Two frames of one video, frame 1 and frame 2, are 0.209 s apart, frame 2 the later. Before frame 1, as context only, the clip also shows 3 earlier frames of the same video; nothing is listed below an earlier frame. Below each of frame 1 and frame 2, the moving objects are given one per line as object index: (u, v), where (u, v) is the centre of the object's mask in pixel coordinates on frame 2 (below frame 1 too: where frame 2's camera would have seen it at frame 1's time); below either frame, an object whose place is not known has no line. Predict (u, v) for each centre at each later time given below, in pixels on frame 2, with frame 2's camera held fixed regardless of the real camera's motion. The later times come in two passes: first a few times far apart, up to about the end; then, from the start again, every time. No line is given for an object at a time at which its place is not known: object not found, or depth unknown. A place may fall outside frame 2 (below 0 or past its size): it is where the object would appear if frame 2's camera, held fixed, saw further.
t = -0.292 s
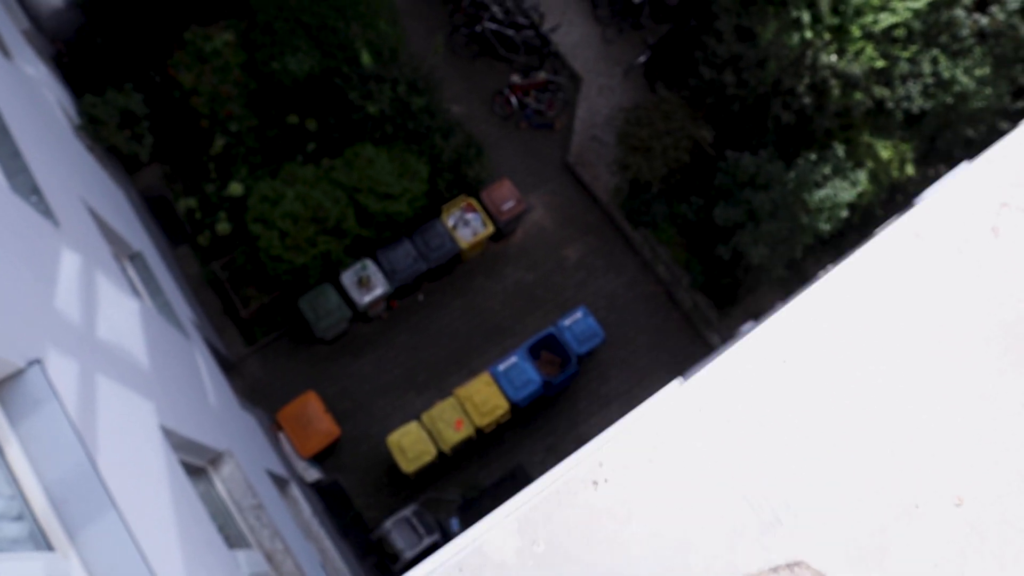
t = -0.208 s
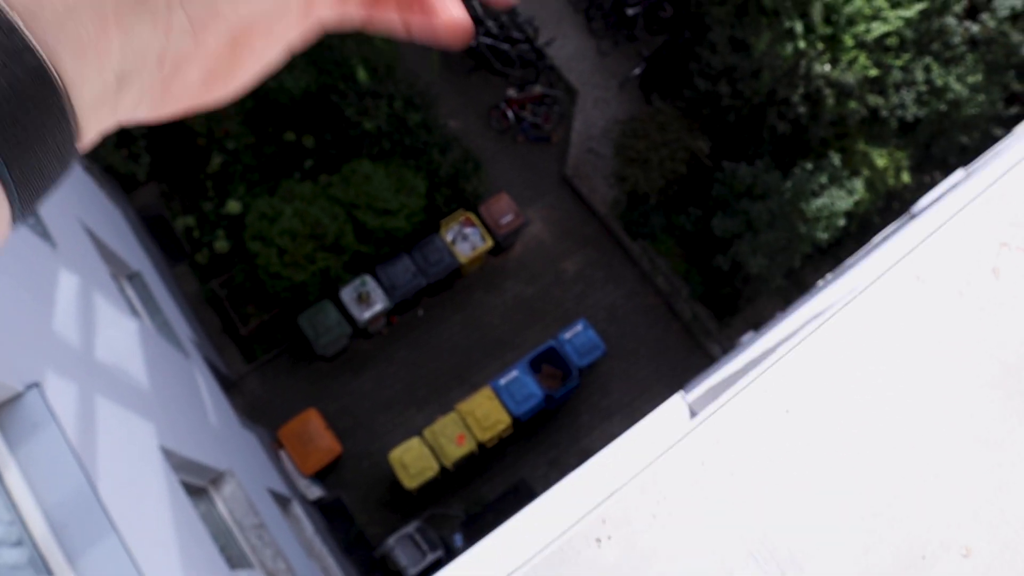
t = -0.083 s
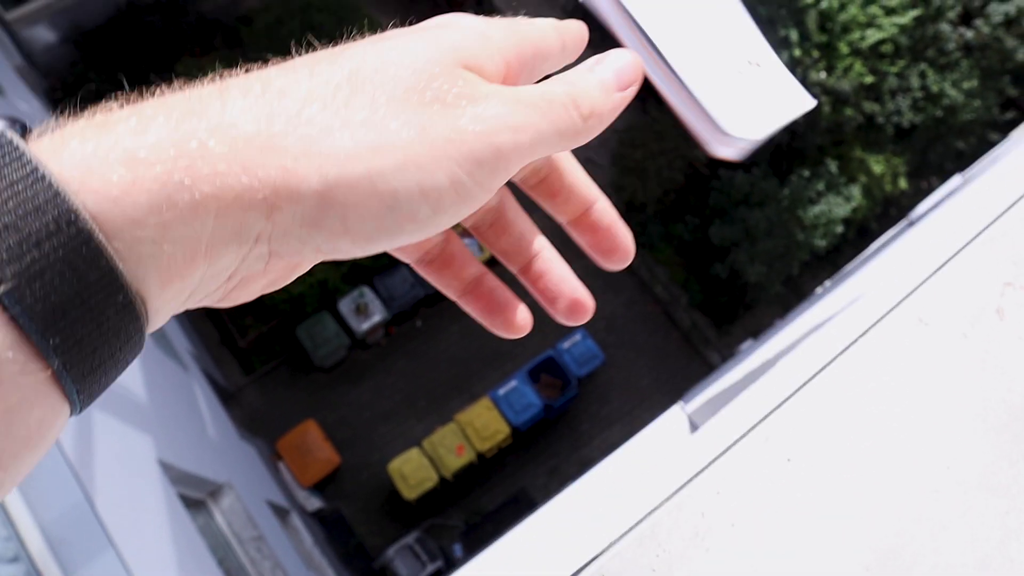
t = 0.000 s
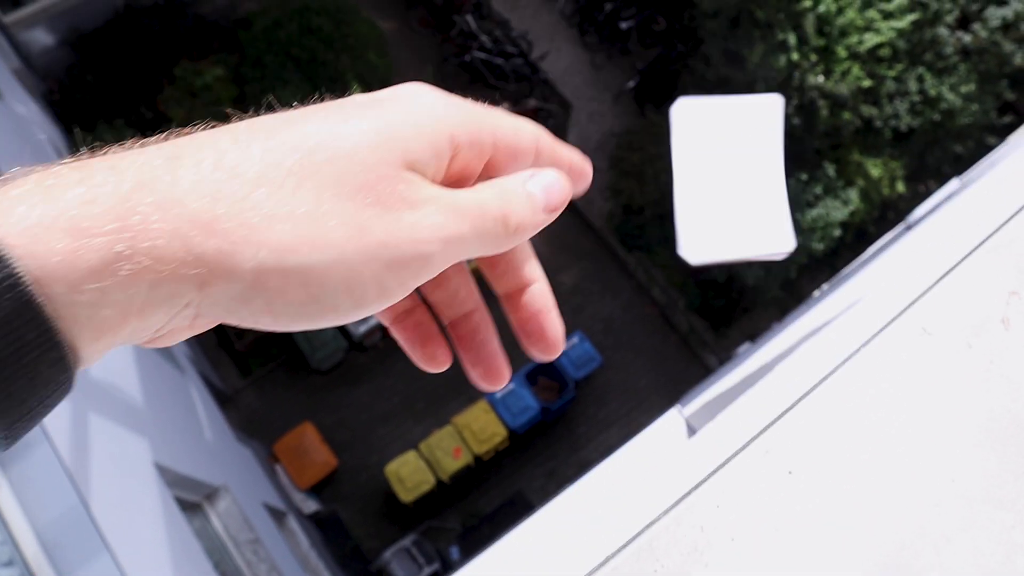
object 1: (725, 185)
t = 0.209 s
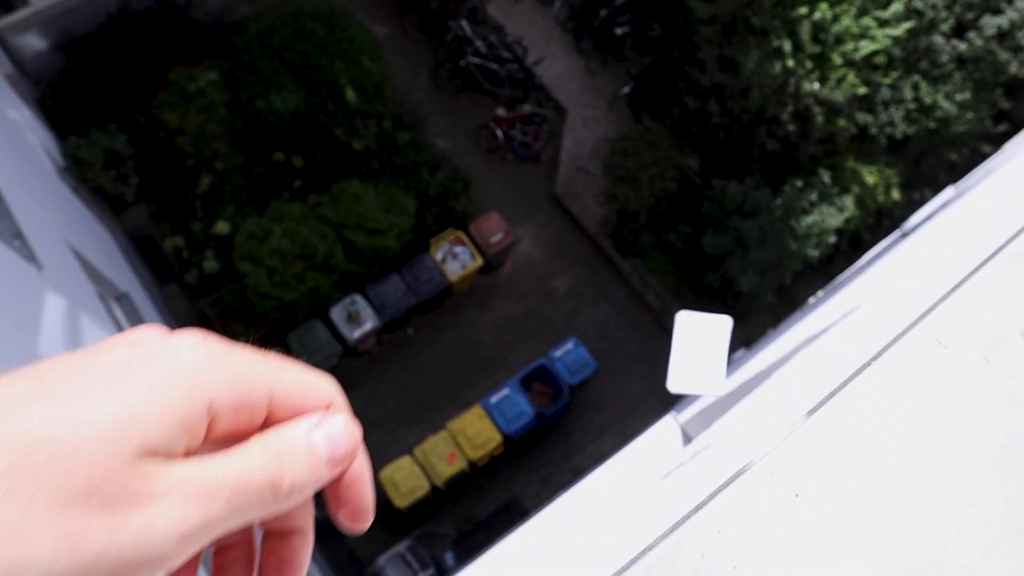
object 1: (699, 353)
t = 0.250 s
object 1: (691, 370)
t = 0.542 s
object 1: (657, 434)
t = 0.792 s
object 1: (618, 445)
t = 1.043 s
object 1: (581, 476)
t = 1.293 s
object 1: (551, 506)
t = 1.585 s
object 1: (521, 530)
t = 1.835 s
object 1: (512, 536)
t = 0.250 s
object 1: (691, 370)
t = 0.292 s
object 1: (685, 387)
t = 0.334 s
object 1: (676, 395)
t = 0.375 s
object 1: (668, 406)
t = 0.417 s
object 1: (662, 411)
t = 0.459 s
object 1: (655, 417)
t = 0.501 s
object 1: (658, 433)
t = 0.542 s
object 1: (657, 434)
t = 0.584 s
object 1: (635, 430)
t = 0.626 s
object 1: (637, 437)
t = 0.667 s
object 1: (631, 437)
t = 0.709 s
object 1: (625, 441)
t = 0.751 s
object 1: (621, 440)
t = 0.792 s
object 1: (618, 445)
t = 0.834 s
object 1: (612, 451)
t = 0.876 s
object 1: (604, 455)
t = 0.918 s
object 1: (600, 459)
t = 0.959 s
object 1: (593, 464)
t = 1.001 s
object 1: (587, 469)
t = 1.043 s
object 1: (581, 476)
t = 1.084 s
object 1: (577, 482)
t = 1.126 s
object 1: (568, 487)
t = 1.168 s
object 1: (564, 494)
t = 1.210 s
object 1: (560, 497)
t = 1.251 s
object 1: (553, 505)
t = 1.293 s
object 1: (551, 506)
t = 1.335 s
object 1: (547, 511)
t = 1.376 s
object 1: (539, 516)
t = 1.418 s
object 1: (534, 520)
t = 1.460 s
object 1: (529, 523)
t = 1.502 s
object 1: (524, 527)
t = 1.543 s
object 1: (522, 529)
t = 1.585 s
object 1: (521, 530)
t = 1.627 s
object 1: (521, 532)
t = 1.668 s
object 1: (519, 532)
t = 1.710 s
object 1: (518, 533)
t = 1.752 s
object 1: (516, 535)
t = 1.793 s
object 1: (513, 536)
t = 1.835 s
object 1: (512, 536)
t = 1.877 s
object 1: (512, 537)
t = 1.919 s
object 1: (511, 537)
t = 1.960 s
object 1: (512, 537)
